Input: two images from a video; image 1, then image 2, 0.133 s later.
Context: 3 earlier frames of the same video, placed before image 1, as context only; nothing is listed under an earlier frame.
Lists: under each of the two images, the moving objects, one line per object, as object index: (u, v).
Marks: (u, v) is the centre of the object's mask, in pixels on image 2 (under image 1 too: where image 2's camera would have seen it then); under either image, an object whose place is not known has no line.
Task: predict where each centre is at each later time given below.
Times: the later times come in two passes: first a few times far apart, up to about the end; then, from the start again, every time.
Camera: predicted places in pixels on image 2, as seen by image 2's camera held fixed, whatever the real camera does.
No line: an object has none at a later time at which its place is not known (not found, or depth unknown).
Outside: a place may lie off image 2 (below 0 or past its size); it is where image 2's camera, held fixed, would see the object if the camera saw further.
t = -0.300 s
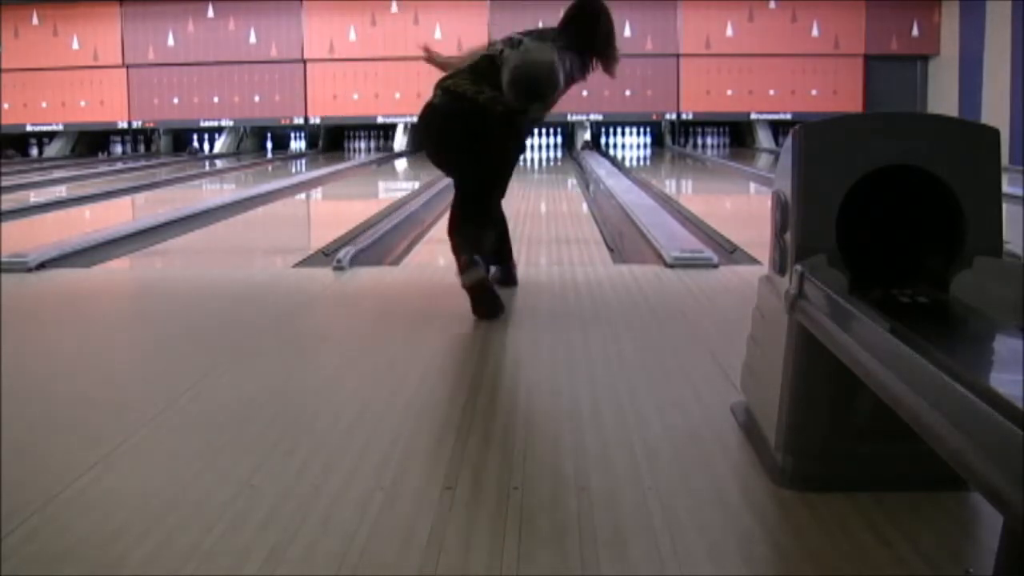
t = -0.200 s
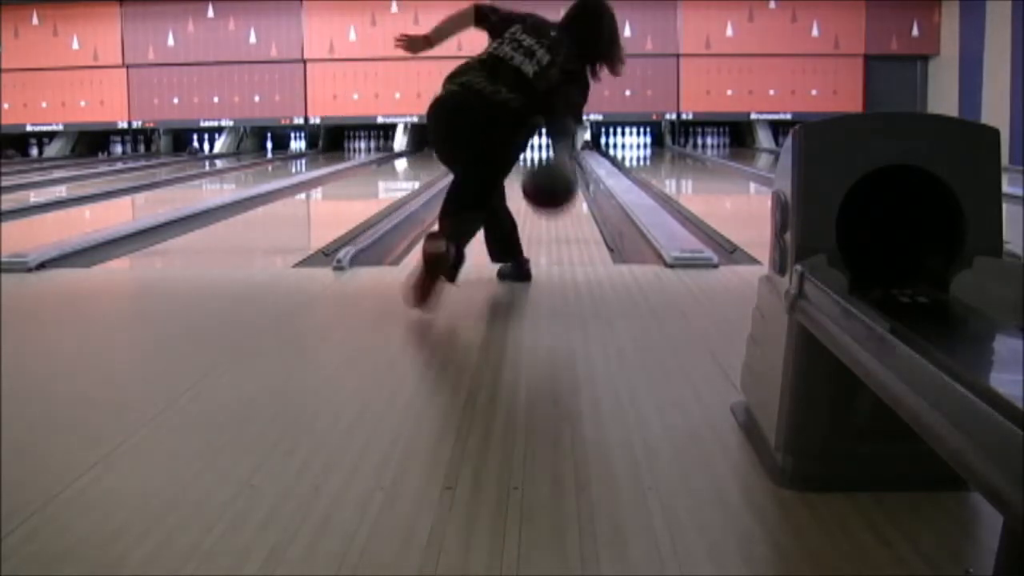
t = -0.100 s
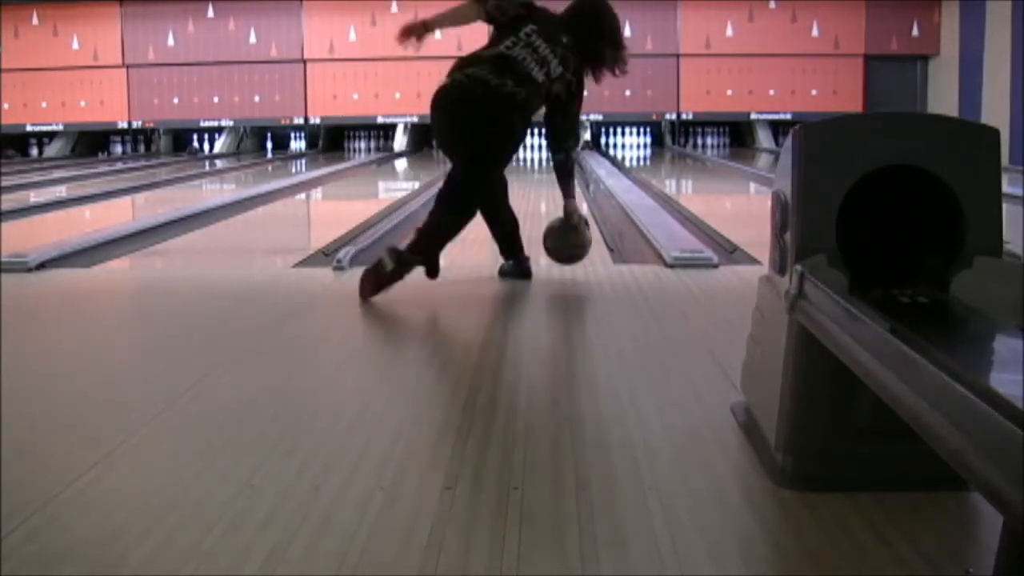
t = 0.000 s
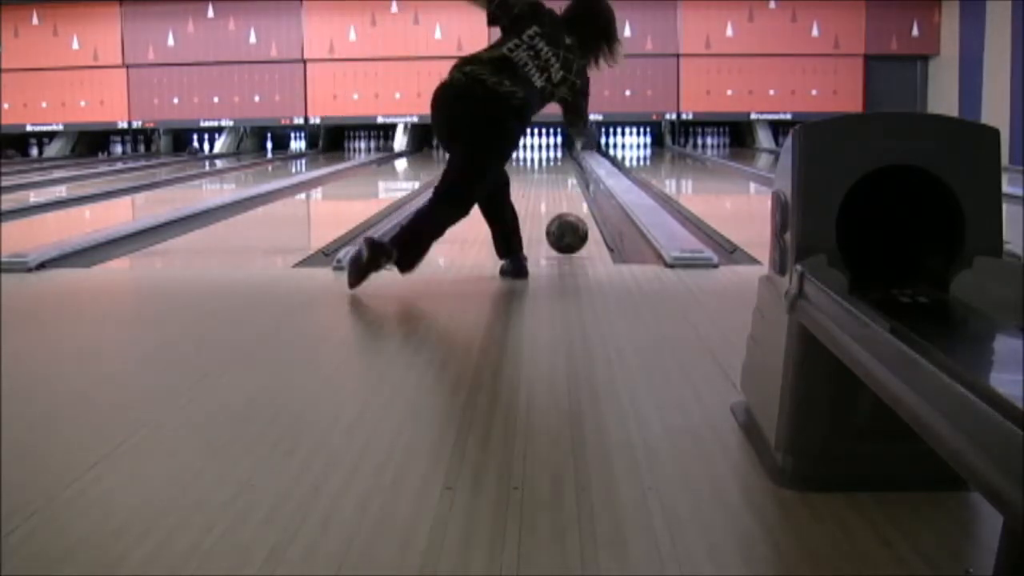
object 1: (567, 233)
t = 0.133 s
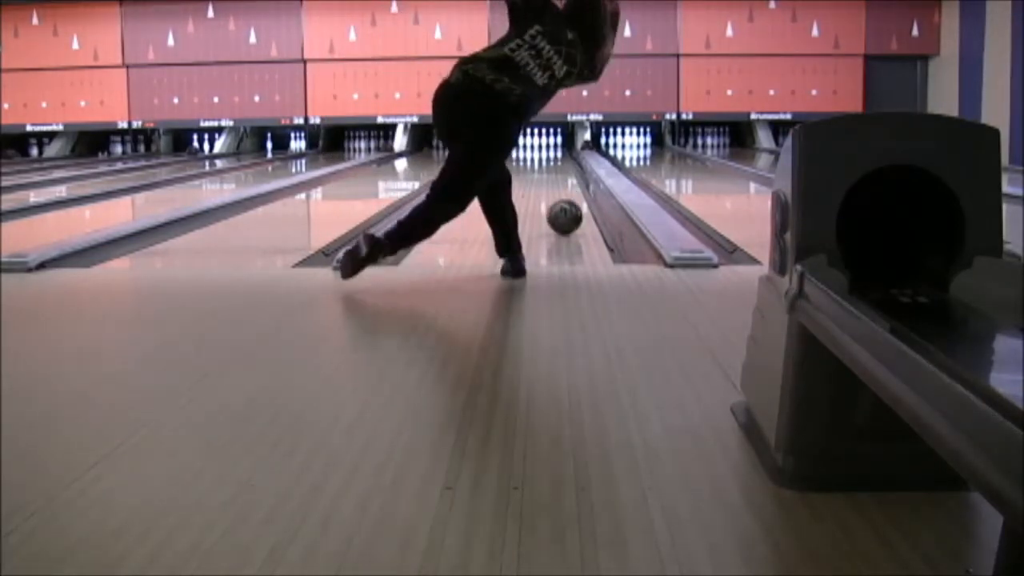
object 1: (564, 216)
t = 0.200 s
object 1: (563, 209)
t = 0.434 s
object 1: (560, 190)
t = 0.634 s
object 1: (558, 178)
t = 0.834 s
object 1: (556, 170)
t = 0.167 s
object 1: (564, 212)
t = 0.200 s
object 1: (563, 209)
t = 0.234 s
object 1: (563, 206)
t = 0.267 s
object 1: (562, 203)
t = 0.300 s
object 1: (561, 200)
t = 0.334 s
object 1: (561, 197)
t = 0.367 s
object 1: (561, 195)
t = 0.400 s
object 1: (560, 193)
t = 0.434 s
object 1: (560, 190)
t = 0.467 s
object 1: (560, 188)
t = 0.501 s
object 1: (559, 186)
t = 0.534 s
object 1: (559, 183)
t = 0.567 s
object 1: (558, 181)
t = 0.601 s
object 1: (558, 179)
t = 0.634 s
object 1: (558, 178)
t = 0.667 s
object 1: (557, 176)
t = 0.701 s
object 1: (557, 176)
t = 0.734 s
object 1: (557, 174)
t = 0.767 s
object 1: (557, 172)
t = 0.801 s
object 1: (556, 170)
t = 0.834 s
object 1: (556, 170)
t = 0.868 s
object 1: (555, 170)
